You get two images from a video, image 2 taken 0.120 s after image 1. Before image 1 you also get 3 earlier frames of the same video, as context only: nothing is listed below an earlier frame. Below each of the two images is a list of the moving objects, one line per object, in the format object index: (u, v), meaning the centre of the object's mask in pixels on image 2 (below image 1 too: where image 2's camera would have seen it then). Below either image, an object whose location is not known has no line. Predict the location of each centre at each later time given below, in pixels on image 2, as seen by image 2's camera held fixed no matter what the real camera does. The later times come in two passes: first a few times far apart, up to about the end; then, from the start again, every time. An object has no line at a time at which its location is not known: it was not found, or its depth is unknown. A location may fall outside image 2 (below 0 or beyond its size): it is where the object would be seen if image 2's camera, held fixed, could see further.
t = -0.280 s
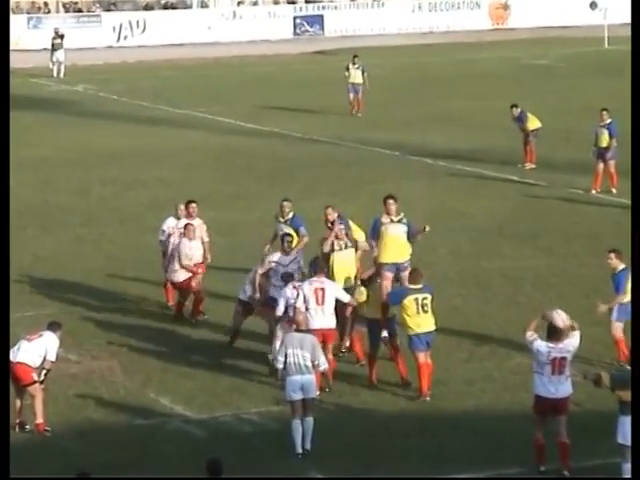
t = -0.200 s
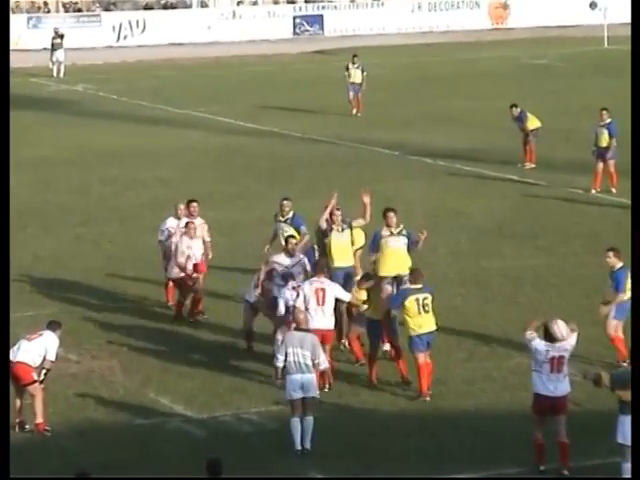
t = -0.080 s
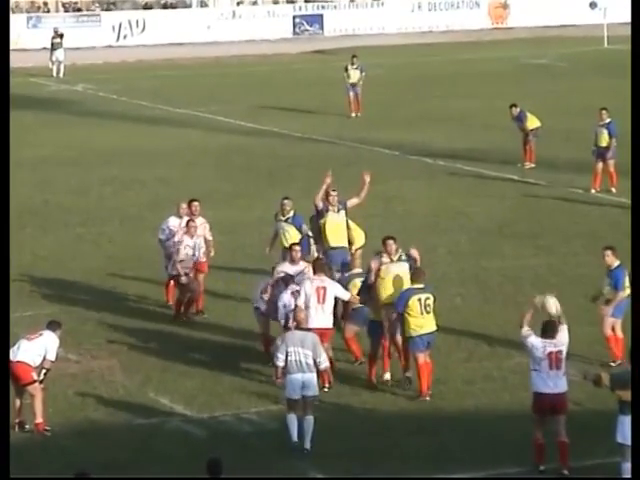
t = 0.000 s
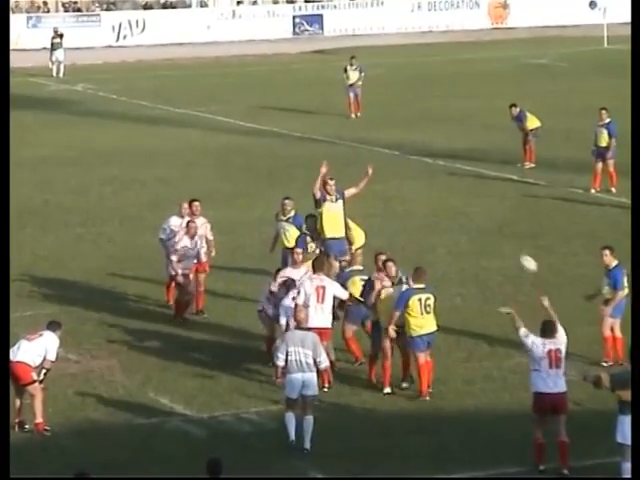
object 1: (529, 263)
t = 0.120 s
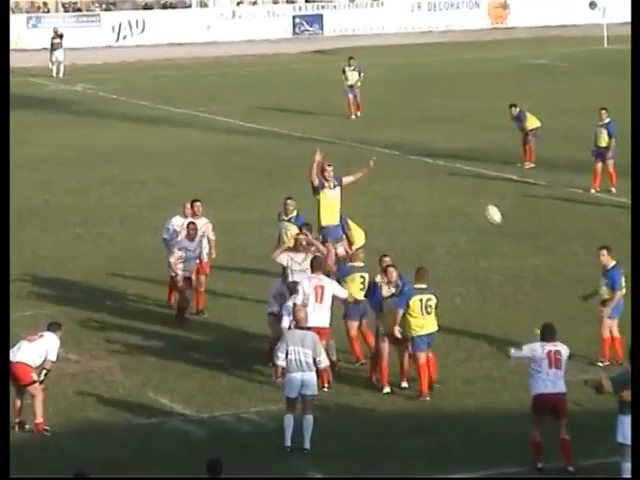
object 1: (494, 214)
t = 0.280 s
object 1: (448, 167)
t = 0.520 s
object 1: (388, 137)
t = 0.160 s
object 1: (482, 201)
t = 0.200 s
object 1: (473, 189)
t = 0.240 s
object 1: (461, 177)
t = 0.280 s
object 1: (448, 167)
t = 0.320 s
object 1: (438, 159)
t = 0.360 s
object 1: (427, 152)
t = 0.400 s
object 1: (418, 147)
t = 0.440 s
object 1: (407, 143)
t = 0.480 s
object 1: (397, 139)
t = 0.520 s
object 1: (388, 137)
